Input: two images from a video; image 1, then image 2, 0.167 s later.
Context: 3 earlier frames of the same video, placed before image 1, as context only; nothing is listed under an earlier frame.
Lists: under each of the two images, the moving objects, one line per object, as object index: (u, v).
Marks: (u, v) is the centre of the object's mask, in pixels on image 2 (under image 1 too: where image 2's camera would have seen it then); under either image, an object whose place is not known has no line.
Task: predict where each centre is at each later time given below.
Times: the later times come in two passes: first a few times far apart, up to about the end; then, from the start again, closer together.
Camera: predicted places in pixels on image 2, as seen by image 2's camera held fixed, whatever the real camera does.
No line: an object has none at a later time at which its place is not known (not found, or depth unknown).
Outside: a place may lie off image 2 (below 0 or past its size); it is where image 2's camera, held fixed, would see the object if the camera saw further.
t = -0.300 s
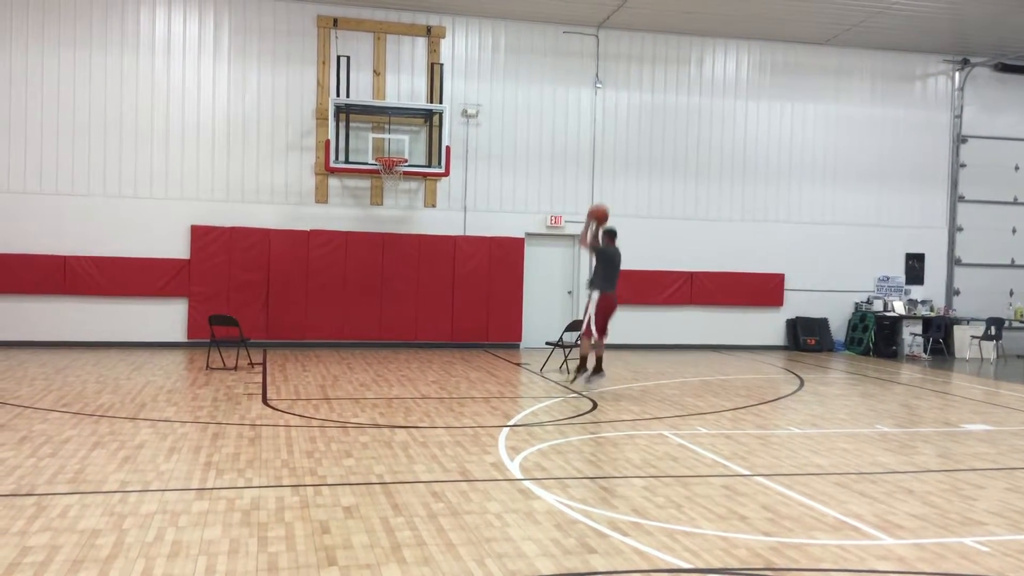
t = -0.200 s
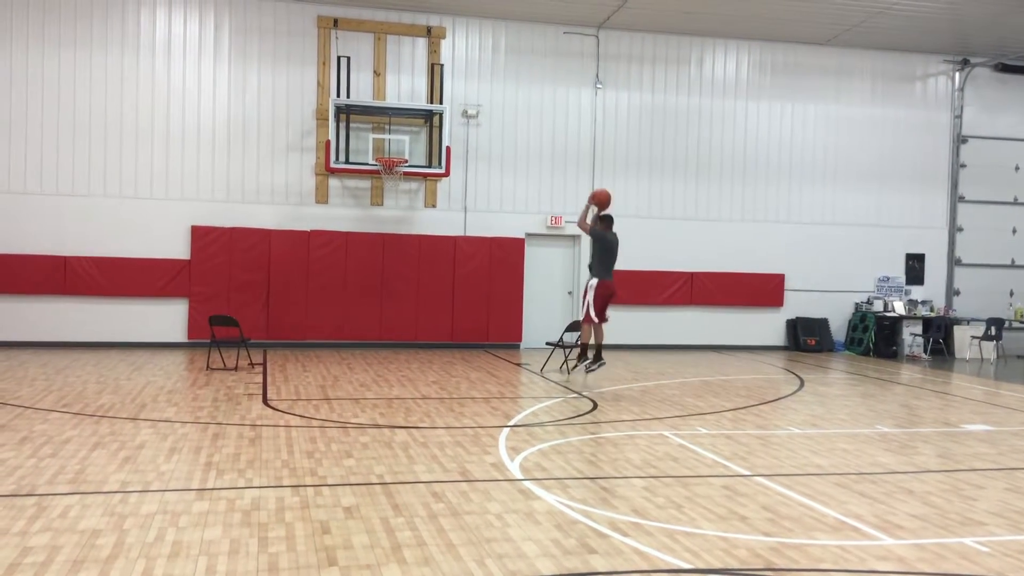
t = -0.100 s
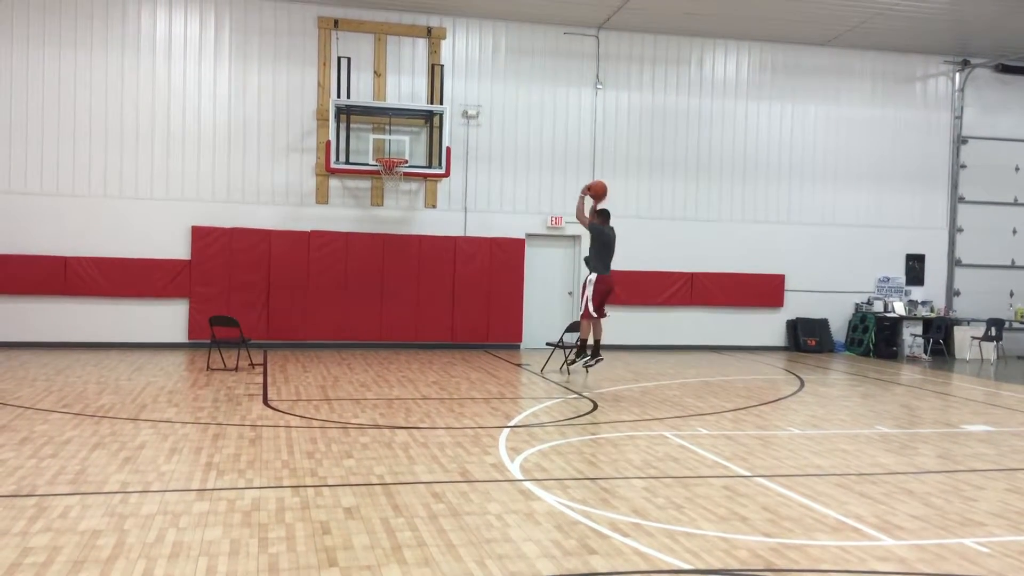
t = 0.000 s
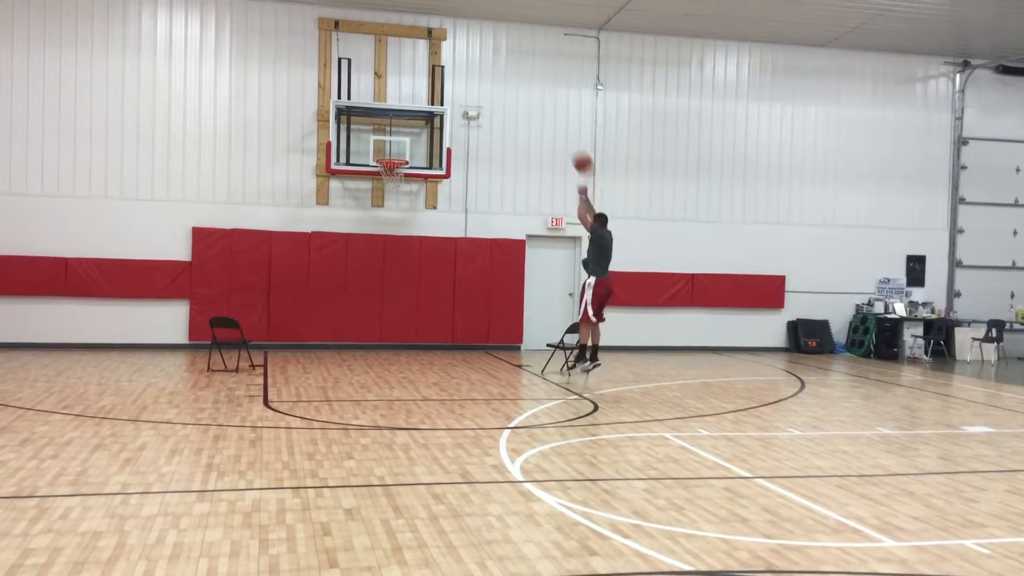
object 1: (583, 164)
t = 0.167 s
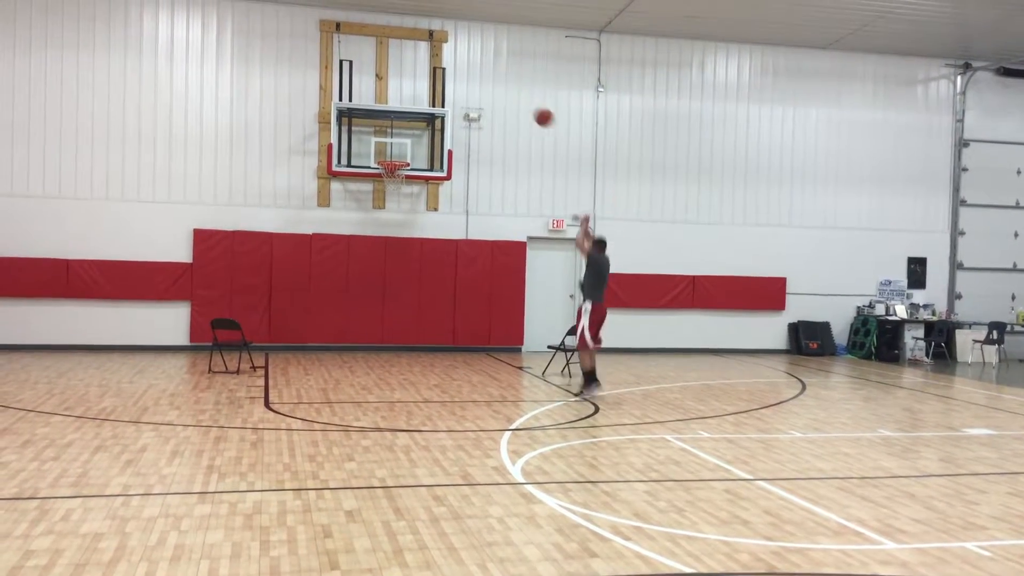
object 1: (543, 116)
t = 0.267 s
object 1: (521, 100)
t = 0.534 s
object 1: (465, 90)
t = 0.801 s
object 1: (414, 128)
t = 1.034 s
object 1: (389, 170)
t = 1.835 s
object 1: (441, 290)
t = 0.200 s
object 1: (536, 110)
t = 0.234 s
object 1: (528, 104)
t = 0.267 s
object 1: (521, 100)
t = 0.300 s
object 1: (513, 96)
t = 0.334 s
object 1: (506, 93)
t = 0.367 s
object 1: (499, 90)
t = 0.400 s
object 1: (492, 89)
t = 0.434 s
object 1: (485, 88)
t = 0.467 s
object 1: (478, 88)
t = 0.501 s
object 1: (472, 89)
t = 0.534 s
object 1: (465, 90)
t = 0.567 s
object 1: (458, 93)
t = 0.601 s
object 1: (452, 96)
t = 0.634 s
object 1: (446, 99)
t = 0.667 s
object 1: (440, 104)
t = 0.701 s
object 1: (433, 110)
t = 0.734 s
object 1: (427, 116)
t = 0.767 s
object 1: (421, 121)
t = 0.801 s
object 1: (414, 128)
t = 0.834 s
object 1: (409, 136)
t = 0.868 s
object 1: (402, 146)
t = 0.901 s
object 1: (396, 155)
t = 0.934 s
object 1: (392, 159)
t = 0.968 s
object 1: (391, 166)
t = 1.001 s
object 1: (389, 169)
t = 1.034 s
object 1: (389, 170)
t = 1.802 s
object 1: (439, 297)
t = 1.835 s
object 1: (441, 290)
